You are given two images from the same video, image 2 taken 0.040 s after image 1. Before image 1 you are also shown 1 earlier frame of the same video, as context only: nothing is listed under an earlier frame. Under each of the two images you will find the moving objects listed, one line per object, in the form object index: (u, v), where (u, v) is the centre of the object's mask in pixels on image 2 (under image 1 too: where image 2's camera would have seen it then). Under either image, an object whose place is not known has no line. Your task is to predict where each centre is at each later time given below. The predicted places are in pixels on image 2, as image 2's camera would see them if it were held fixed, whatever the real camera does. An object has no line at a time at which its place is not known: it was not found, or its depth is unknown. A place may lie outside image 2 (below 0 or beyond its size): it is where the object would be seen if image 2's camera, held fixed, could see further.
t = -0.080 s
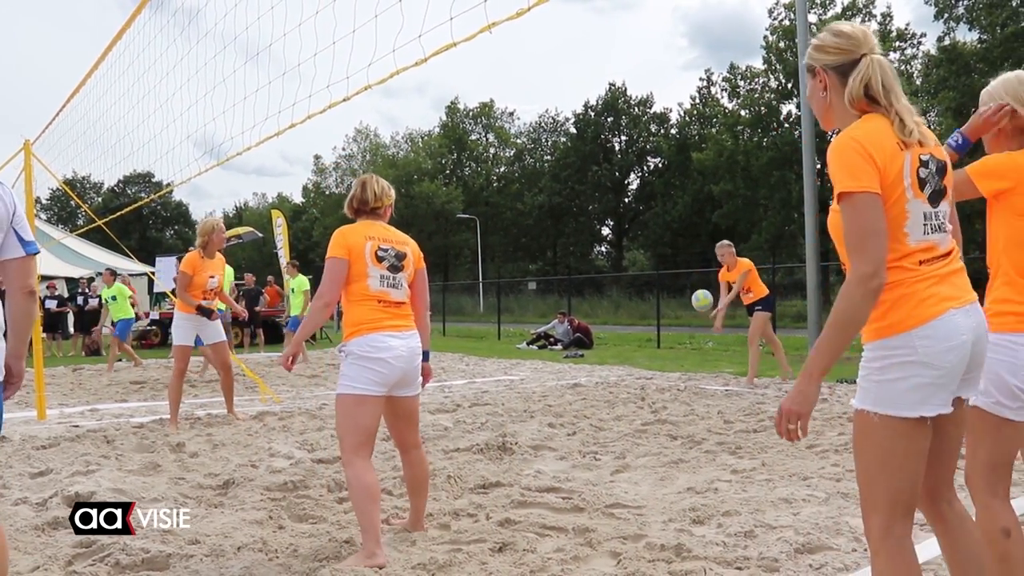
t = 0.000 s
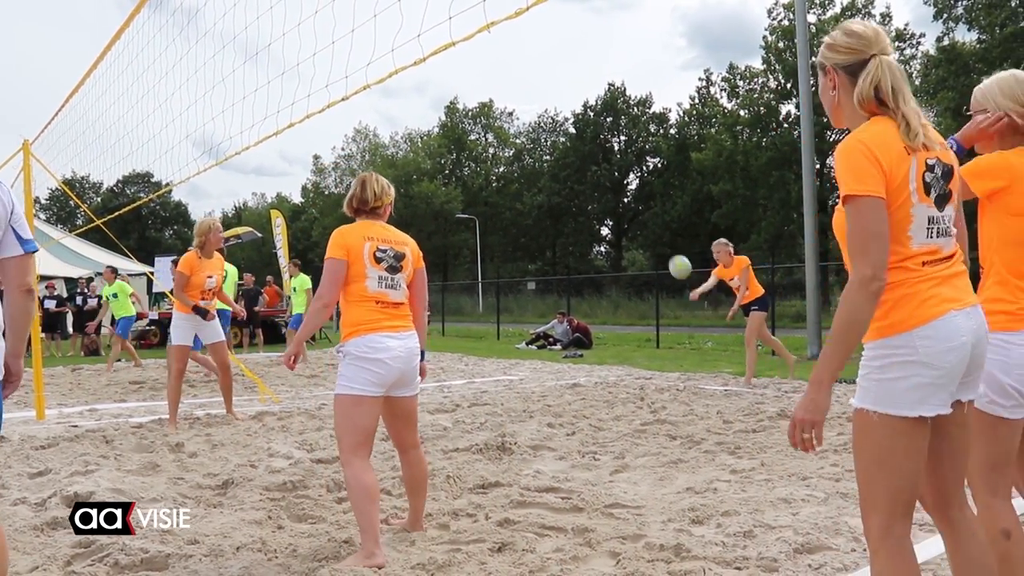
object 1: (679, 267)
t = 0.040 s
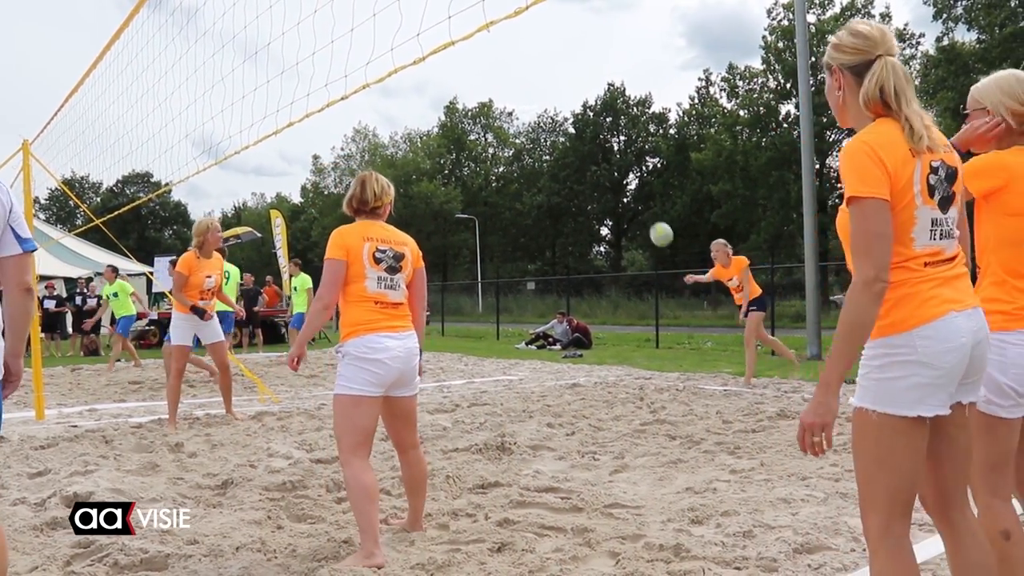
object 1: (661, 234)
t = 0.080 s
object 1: (642, 201)
